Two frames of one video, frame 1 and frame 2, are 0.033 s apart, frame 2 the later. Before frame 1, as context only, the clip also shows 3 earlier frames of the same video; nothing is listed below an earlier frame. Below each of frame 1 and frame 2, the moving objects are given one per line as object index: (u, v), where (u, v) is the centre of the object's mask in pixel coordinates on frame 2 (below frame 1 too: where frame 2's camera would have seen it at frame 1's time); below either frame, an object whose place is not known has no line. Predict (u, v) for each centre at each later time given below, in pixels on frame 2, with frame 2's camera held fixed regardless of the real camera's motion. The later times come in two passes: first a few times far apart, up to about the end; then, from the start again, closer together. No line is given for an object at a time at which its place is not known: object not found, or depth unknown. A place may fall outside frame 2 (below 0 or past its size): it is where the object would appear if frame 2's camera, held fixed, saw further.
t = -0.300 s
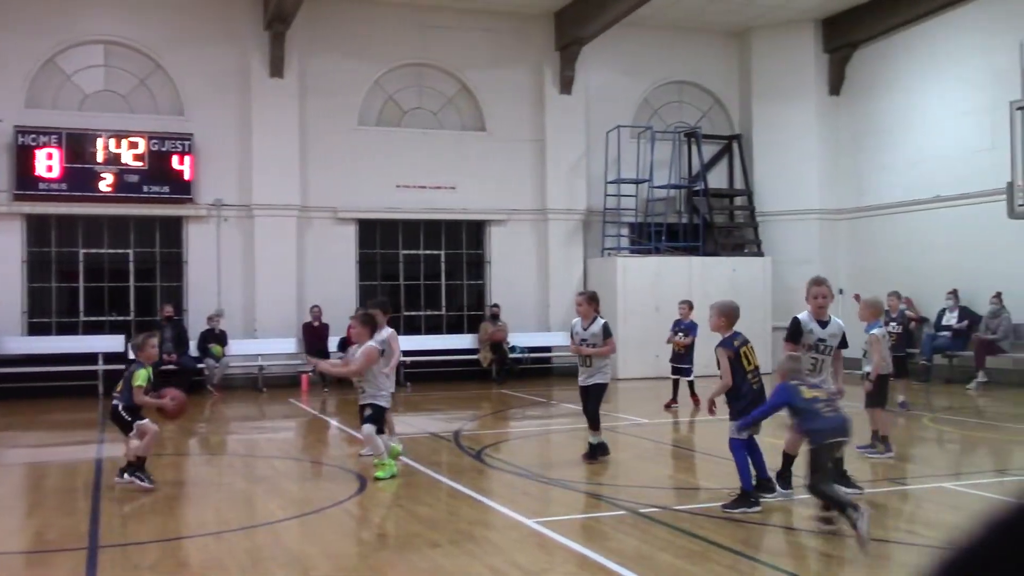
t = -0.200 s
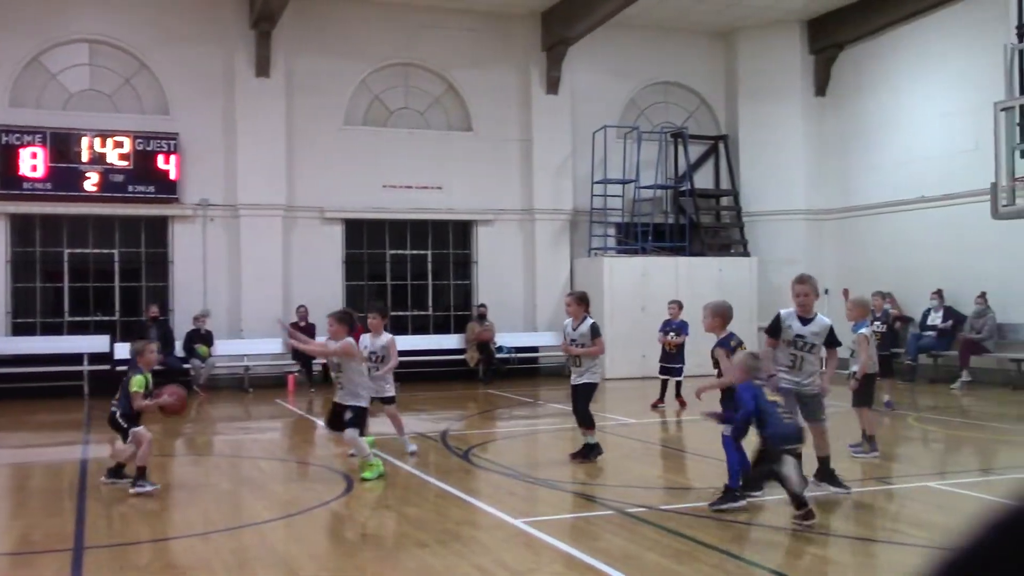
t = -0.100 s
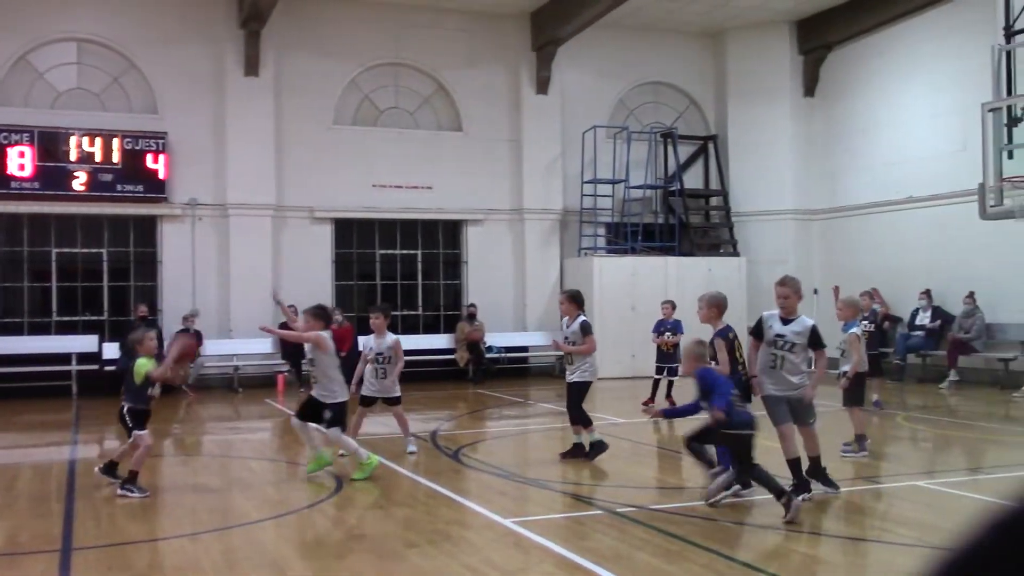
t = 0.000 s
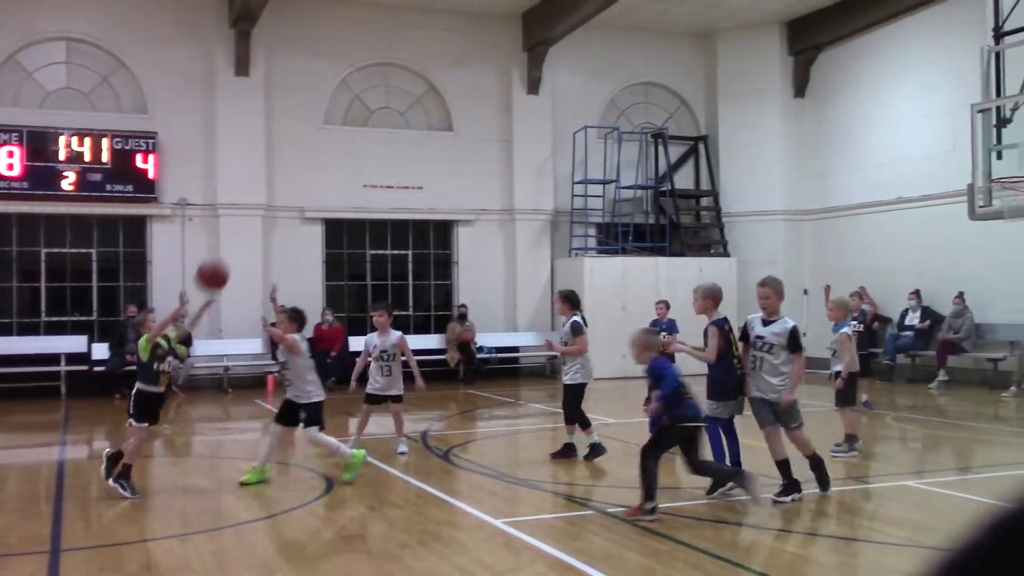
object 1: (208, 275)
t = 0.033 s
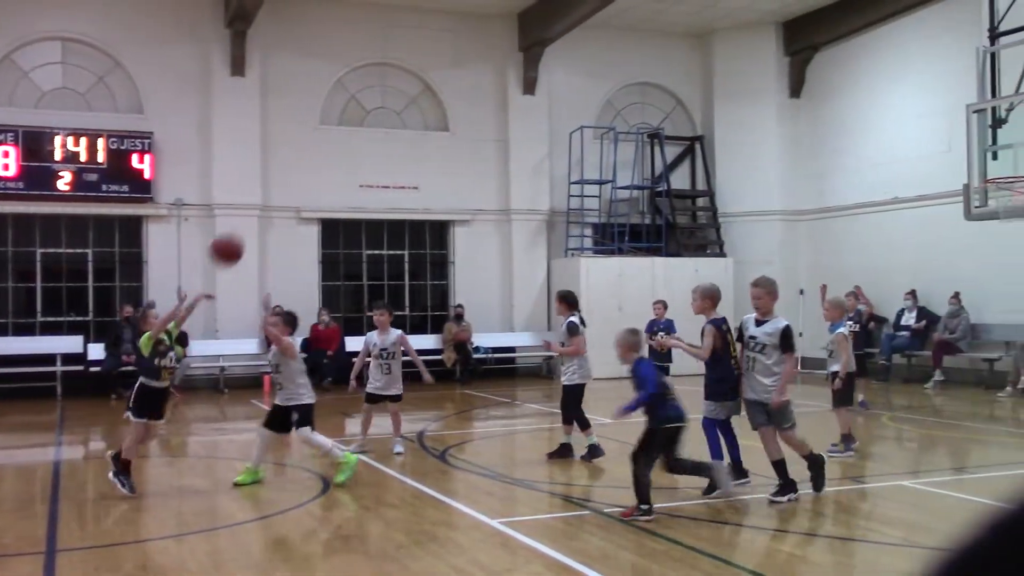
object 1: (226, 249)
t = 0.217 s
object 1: (334, 131)
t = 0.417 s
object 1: (459, 50)
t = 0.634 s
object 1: (606, 26)
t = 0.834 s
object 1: (752, 69)
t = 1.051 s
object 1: (931, 203)
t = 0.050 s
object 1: (237, 237)
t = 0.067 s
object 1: (246, 225)
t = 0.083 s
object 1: (255, 213)
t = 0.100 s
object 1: (266, 202)
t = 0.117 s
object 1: (275, 190)
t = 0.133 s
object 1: (285, 178)
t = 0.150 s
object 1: (295, 169)
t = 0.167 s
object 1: (304, 159)
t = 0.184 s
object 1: (314, 149)
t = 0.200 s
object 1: (324, 139)
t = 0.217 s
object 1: (334, 131)
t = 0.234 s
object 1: (343, 122)
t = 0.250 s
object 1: (354, 113)
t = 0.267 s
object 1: (364, 105)
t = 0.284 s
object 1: (374, 98)
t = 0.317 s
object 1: (395, 83)
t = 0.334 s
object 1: (406, 77)
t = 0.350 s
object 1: (416, 71)
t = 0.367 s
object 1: (426, 65)
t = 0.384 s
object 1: (437, 59)
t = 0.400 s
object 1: (448, 55)
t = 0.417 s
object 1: (459, 50)
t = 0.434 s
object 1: (469, 46)
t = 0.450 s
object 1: (480, 42)
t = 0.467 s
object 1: (491, 39)
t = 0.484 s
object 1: (502, 35)
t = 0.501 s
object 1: (514, 31)
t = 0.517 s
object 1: (526, 30)
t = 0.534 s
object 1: (534, 29)
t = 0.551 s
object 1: (546, 26)
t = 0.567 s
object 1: (559, 24)
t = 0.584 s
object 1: (570, 25)
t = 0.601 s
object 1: (581, 25)
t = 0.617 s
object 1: (593, 24)
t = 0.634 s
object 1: (606, 26)
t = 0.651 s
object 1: (617, 27)
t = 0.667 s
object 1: (630, 29)
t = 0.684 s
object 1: (641, 32)
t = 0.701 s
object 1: (654, 34)
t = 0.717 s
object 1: (665, 37)
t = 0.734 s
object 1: (678, 41)
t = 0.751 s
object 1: (690, 46)
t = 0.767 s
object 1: (702, 50)
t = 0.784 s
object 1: (713, 54)
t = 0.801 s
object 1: (728, 58)
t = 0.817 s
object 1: (741, 62)
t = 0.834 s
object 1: (752, 69)
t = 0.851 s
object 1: (765, 76)
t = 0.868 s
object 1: (781, 85)
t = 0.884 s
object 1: (792, 91)
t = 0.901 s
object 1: (805, 99)
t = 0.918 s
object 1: (819, 111)
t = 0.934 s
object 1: (832, 120)
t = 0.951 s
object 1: (847, 130)
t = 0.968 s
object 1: (860, 140)
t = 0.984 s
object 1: (874, 152)
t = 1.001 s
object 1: (889, 164)
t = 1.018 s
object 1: (902, 176)
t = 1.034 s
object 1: (916, 189)
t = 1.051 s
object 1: (931, 203)
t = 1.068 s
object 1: (947, 220)
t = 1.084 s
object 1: (961, 234)
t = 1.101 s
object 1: (975, 249)
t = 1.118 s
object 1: (990, 265)
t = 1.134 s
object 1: (1007, 282)
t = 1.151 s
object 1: (1020, 298)
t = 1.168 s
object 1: (1036, 319)
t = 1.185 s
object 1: (1054, 340)
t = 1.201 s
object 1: (1068, 358)
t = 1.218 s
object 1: (1088, 380)
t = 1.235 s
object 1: (1102, 399)
